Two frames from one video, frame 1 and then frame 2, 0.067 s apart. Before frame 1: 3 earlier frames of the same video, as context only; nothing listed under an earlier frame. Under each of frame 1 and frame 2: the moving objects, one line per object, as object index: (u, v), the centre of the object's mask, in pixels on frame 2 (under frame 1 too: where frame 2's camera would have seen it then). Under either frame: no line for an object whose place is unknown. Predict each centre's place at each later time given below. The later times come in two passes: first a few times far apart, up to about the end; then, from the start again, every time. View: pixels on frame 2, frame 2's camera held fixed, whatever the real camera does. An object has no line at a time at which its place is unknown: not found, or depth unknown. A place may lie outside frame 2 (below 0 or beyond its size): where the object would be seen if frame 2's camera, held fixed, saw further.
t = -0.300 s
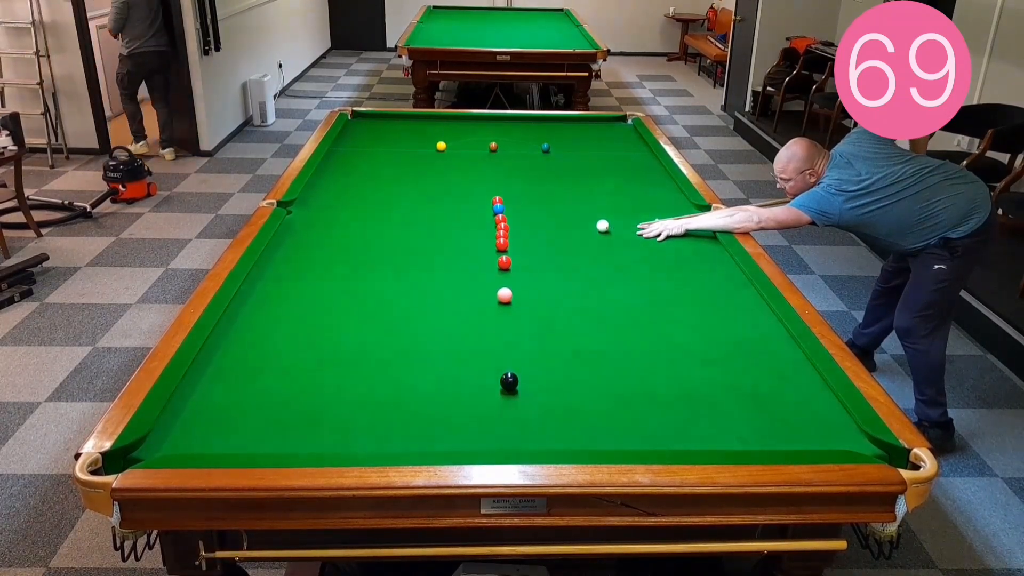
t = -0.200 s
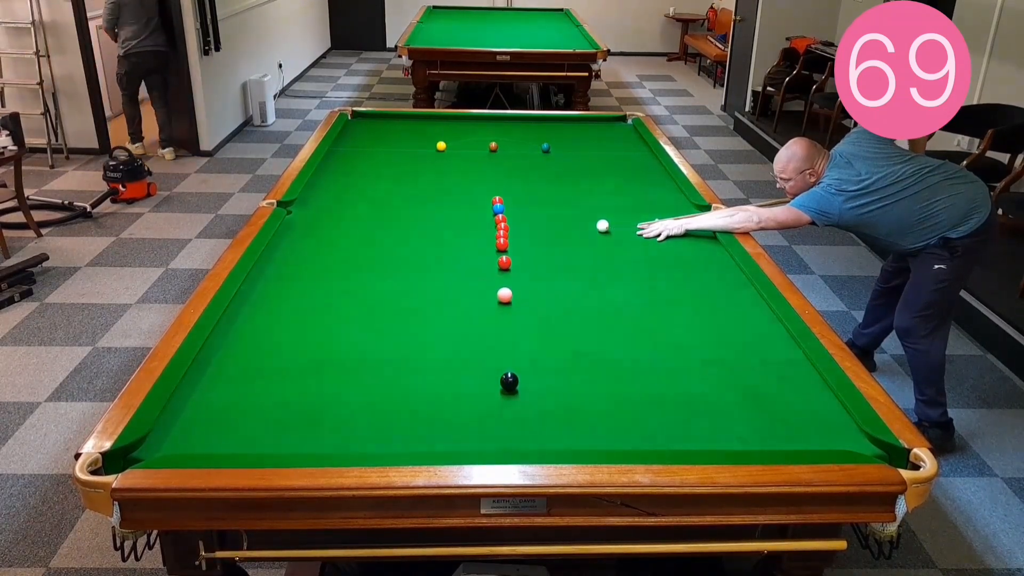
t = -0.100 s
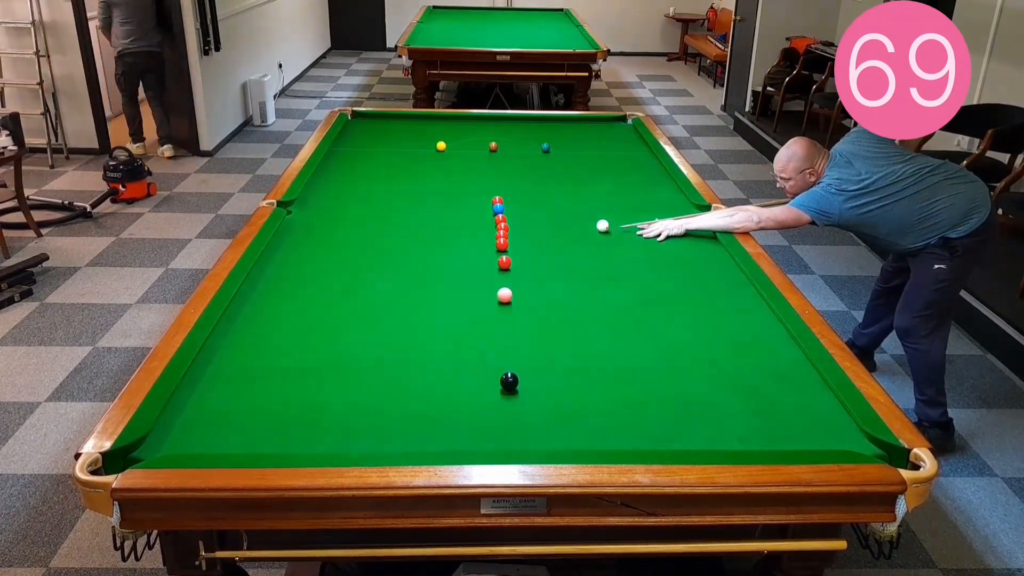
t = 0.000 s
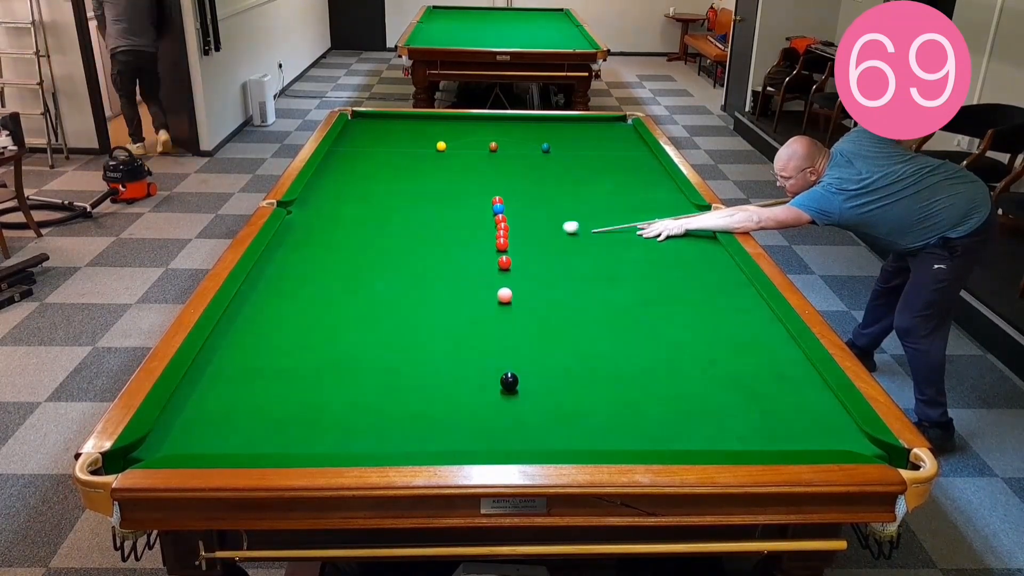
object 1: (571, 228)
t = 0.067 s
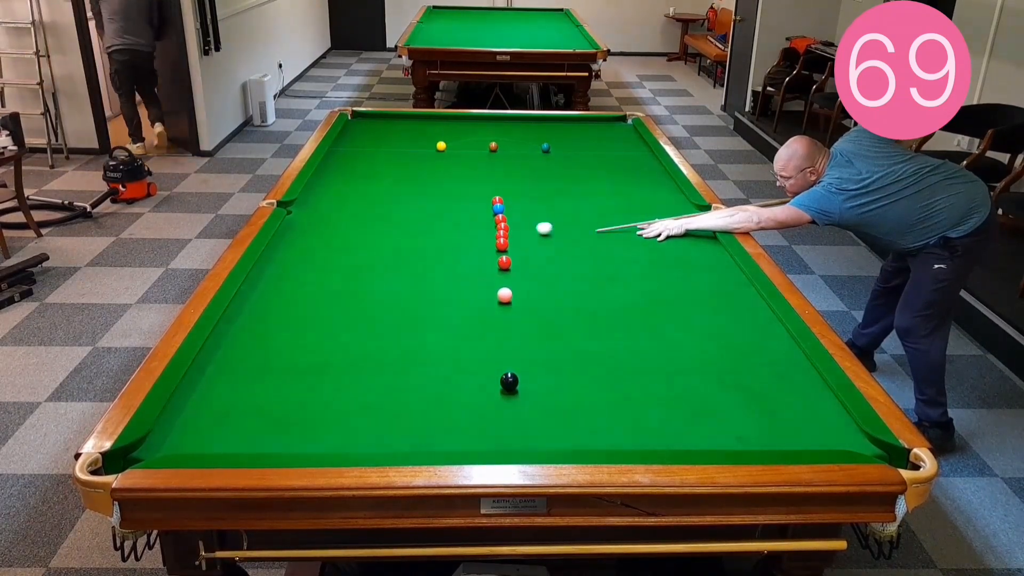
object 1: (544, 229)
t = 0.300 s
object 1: (515, 236)
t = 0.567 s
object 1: (520, 244)
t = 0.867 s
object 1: (527, 253)
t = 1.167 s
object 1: (533, 262)
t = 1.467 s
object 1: (539, 270)
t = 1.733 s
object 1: (544, 276)
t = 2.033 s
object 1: (549, 283)
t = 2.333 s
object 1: (554, 289)
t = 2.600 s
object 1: (558, 295)
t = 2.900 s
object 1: (562, 300)
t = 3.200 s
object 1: (565, 304)
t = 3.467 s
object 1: (568, 307)
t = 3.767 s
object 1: (570, 309)
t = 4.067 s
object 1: (572, 310)
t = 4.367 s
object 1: (573, 311)
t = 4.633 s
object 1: (573, 311)
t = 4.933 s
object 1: (573, 311)
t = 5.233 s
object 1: (572, 311)
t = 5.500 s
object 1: (573, 311)
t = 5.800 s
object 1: (573, 311)
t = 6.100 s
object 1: (573, 311)
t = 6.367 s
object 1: (573, 311)
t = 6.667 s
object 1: (573, 311)
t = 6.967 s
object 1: (573, 311)
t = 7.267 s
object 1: (573, 311)
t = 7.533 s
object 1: (573, 311)
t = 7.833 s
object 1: (573, 311)
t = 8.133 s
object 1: (573, 311)
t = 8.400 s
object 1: (573, 311)
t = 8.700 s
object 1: (573, 311)
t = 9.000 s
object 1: (573, 311)
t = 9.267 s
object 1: (573, 311)
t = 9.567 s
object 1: (573, 311)
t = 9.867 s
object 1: (573, 311)
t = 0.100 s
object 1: (531, 229)
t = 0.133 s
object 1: (519, 230)
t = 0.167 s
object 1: (514, 231)
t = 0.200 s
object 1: (514, 233)
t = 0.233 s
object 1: (514, 234)
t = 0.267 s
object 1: (514, 235)
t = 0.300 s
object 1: (515, 236)
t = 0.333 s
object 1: (516, 237)
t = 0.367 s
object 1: (516, 238)
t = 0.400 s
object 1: (517, 239)
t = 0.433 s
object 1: (518, 240)
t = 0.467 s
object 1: (518, 241)
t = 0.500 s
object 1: (519, 242)
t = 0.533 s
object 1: (520, 243)
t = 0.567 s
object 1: (520, 244)
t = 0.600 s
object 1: (521, 245)
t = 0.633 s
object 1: (522, 246)
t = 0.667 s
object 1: (523, 247)
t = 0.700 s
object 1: (523, 248)
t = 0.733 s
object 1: (524, 249)
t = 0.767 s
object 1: (525, 250)
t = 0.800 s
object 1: (526, 251)
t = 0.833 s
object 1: (526, 252)
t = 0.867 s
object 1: (527, 253)
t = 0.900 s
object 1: (528, 254)
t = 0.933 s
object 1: (528, 255)
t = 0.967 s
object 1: (529, 256)
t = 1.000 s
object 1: (530, 257)
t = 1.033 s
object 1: (531, 258)
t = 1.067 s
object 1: (531, 259)
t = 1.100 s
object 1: (532, 260)
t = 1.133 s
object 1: (533, 261)
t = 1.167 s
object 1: (533, 262)
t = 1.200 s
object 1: (534, 262)
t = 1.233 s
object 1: (535, 263)
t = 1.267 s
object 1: (535, 264)
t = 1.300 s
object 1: (536, 265)
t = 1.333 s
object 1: (537, 266)
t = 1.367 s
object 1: (537, 267)
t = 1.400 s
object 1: (538, 268)
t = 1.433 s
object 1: (539, 269)
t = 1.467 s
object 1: (539, 270)
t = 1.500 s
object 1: (540, 271)
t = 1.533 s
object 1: (540, 271)
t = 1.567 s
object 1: (541, 272)
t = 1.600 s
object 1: (541, 273)
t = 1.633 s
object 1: (542, 274)
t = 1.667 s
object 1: (543, 274)
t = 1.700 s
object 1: (543, 275)
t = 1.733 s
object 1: (544, 276)
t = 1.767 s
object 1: (545, 277)
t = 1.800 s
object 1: (545, 278)
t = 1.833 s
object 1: (546, 278)
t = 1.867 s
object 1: (546, 279)
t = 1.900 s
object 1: (547, 280)
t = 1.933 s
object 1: (548, 281)
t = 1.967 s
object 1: (548, 281)
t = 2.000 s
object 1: (549, 282)
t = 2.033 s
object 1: (549, 283)
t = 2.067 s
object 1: (550, 284)
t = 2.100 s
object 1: (550, 284)
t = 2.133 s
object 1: (551, 285)
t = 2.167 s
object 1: (552, 286)
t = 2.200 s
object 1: (552, 286)
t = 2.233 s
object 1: (553, 287)
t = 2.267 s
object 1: (553, 288)
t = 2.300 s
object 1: (554, 289)
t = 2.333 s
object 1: (554, 289)
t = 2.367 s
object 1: (555, 290)
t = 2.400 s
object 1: (555, 291)
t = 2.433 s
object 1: (556, 291)
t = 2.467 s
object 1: (556, 292)
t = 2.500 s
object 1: (557, 293)
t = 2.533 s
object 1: (557, 293)
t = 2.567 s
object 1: (557, 294)
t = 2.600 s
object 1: (558, 295)
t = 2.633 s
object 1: (558, 295)
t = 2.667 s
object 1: (559, 296)
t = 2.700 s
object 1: (559, 296)
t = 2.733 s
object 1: (560, 297)
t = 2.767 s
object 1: (560, 298)
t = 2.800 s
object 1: (561, 298)
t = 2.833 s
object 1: (561, 299)
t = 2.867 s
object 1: (561, 299)
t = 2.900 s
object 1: (562, 300)
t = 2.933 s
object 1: (562, 300)
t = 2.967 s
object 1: (563, 301)
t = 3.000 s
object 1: (563, 301)
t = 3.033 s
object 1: (564, 301)
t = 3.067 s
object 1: (564, 302)
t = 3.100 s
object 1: (564, 302)
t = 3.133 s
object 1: (565, 303)
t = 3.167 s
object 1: (565, 303)
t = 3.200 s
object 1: (565, 304)
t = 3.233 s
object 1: (565, 304)
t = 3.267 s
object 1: (566, 304)
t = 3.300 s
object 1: (566, 305)
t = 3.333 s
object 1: (566, 305)
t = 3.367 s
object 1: (567, 306)
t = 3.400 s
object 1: (567, 306)
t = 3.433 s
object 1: (567, 306)
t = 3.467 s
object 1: (568, 307)
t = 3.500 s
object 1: (568, 307)
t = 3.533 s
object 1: (568, 307)
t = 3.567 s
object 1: (568, 307)
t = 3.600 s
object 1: (569, 308)
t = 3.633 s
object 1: (569, 308)
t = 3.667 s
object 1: (569, 308)
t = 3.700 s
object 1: (570, 309)
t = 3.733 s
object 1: (570, 309)
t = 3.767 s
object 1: (570, 309)
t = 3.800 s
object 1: (570, 309)
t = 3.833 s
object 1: (571, 309)
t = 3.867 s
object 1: (571, 310)
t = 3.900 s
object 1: (571, 310)
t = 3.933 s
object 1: (571, 310)
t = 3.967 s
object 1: (571, 310)
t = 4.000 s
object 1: (572, 310)
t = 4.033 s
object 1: (572, 310)
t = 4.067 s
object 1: (572, 310)
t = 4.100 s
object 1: (572, 310)
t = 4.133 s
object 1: (572, 311)
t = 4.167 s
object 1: (572, 311)
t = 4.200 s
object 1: (572, 311)
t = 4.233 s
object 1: (572, 311)
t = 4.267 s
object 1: (572, 311)
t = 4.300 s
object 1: (573, 311)
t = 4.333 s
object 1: (572, 311)
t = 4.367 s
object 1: (573, 311)
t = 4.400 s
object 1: (573, 311)
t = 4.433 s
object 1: (573, 311)
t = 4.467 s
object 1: (573, 311)
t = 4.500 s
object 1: (573, 311)
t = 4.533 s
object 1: (573, 311)
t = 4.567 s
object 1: (573, 311)
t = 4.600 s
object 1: (573, 311)
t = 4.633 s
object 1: (573, 311)
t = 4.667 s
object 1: (573, 311)
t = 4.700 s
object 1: (573, 311)
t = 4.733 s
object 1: (573, 311)
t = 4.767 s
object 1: (573, 311)
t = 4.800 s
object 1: (572, 311)
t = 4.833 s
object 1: (573, 311)
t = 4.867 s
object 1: (573, 311)
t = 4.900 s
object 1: (572, 311)
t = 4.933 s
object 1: (573, 311)
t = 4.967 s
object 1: (573, 311)
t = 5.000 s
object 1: (573, 311)
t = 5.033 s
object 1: (572, 311)
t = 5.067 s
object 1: (573, 311)
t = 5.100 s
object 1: (573, 311)
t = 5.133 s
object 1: (573, 311)
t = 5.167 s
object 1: (572, 311)
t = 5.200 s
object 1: (573, 311)
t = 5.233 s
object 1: (572, 311)
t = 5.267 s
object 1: (573, 311)
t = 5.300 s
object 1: (573, 311)
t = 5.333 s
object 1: (573, 311)
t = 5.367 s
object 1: (573, 311)
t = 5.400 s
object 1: (573, 311)
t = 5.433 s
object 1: (573, 311)
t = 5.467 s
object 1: (573, 311)
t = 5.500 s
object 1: (573, 311)
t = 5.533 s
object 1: (573, 311)
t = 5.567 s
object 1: (573, 311)
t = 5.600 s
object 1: (573, 311)
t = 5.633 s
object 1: (573, 311)
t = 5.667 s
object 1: (573, 311)
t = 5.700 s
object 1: (573, 311)
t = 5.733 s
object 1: (573, 311)
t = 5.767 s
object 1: (573, 311)
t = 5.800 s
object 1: (573, 311)
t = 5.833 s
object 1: (573, 311)
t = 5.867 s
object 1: (573, 311)
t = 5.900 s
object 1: (573, 311)
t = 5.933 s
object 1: (573, 311)
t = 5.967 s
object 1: (573, 311)
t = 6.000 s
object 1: (573, 311)
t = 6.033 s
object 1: (573, 311)
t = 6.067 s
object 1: (573, 311)
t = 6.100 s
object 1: (573, 311)
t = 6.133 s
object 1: (573, 311)
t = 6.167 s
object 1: (573, 311)
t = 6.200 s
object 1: (573, 311)
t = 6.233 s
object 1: (573, 311)
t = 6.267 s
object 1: (573, 311)
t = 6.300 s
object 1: (573, 311)
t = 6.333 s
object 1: (573, 311)
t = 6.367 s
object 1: (573, 311)
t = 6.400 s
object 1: (573, 311)
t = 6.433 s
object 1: (573, 311)
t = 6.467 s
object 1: (573, 311)
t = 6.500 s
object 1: (573, 311)
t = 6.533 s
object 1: (573, 311)
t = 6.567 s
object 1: (573, 311)
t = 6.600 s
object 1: (573, 311)
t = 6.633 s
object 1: (573, 311)
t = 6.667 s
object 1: (573, 311)
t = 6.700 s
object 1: (573, 311)
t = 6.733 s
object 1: (573, 311)
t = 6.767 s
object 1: (573, 311)
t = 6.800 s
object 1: (573, 311)
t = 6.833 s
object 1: (573, 311)
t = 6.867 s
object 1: (572, 311)
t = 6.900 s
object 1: (573, 311)
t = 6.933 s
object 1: (573, 311)
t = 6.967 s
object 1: (573, 311)
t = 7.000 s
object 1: (573, 311)
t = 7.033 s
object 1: (573, 311)
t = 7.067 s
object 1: (573, 311)
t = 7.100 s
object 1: (573, 311)
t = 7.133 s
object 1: (573, 311)
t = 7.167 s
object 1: (573, 311)
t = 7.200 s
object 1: (573, 311)
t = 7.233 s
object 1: (573, 311)
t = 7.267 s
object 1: (573, 311)
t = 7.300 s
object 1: (573, 311)
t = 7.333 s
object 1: (573, 311)
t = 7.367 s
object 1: (573, 311)
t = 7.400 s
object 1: (573, 311)
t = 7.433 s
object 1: (573, 311)
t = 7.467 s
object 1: (573, 311)
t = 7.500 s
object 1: (573, 311)
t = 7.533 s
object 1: (573, 311)
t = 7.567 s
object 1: (573, 311)
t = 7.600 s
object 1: (573, 311)
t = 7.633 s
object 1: (573, 311)
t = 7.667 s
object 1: (573, 311)
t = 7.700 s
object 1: (573, 311)
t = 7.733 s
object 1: (573, 311)
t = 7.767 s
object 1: (573, 311)
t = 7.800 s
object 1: (573, 311)
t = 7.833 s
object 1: (573, 311)
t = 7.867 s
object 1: (573, 311)
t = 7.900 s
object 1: (573, 311)
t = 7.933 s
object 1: (573, 311)
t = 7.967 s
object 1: (573, 311)
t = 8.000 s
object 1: (573, 311)
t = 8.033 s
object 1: (573, 311)
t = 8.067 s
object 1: (573, 311)
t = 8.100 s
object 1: (573, 311)
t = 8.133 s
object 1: (573, 311)
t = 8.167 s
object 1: (573, 311)
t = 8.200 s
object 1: (573, 311)
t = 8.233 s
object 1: (573, 311)
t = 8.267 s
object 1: (573, 311)
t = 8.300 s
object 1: (573, 311)
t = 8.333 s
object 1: (573, 311)
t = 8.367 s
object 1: (573, 311)
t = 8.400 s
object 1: (573, 311)
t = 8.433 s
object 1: (573, 311)
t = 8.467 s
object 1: (573, 311)
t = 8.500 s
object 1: (573, 311)
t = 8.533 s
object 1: (573, 311)
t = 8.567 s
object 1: (573, 311)
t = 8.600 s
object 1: (573, 311)
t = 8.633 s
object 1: (573, 311)
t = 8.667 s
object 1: (573, 311)
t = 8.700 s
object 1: (573, 311)
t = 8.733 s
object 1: (573, 311)
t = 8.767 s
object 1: (573, 311)
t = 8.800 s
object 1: (573, 311)
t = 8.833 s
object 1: (573, 311)
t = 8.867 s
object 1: (573, 311)
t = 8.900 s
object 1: (573, 311)
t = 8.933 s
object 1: (573, 311)
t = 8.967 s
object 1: (573, 311)
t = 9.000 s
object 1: (573, 311)
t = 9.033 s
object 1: (573, 311)
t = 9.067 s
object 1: (573, 311)
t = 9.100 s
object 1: (573, 311)
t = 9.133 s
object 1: (573, 311)
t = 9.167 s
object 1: (573, 311)
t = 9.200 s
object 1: (573, 311)
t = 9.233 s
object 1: (573, 311)
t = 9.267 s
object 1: (573, 311)
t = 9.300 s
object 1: (573, 311)
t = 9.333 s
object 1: (573, 311)
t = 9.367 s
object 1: (573, 311)
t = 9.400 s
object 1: (573, 311)
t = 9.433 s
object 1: (573, 311)
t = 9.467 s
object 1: (573, 311)
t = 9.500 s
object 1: (573, 311)
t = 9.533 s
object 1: (573, 311)
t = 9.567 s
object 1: (573, 311)
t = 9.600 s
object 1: (573, 311)
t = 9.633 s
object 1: (573, 311)
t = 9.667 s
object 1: (573, 311)
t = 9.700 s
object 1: (573, 311)
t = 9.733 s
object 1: (573, 311)
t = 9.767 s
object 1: (573, 311)
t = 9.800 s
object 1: (573, 311)
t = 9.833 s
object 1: (573, 311)
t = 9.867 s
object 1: (573, 311)
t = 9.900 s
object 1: (573, 311)
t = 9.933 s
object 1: (573, 311)
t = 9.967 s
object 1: (573, 311)
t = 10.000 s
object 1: (573, 311)
